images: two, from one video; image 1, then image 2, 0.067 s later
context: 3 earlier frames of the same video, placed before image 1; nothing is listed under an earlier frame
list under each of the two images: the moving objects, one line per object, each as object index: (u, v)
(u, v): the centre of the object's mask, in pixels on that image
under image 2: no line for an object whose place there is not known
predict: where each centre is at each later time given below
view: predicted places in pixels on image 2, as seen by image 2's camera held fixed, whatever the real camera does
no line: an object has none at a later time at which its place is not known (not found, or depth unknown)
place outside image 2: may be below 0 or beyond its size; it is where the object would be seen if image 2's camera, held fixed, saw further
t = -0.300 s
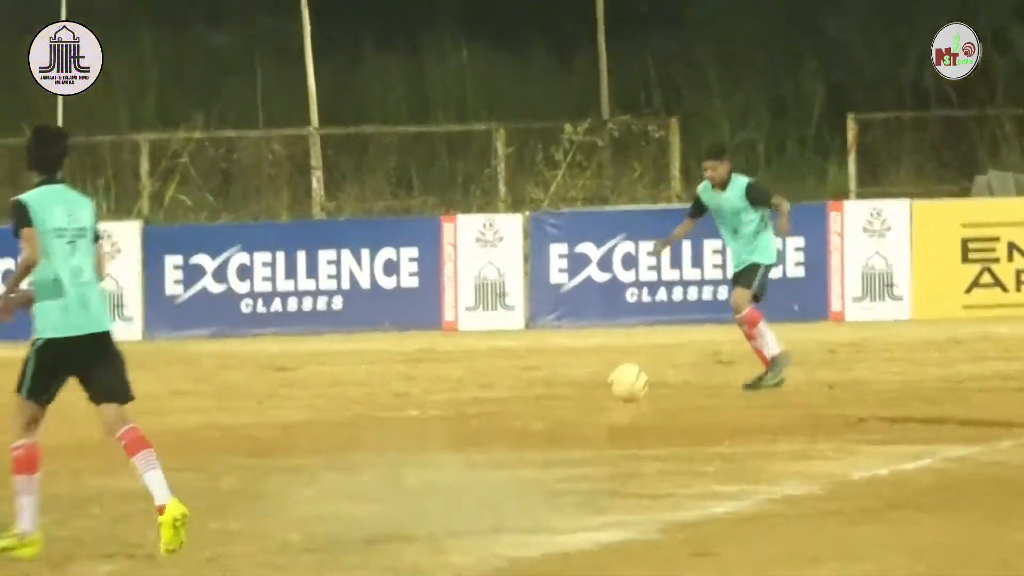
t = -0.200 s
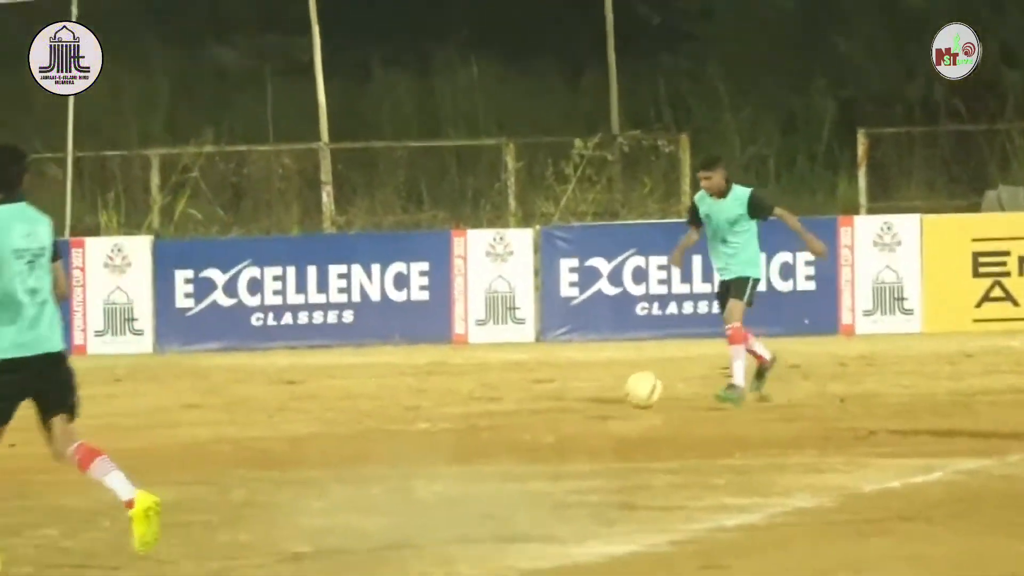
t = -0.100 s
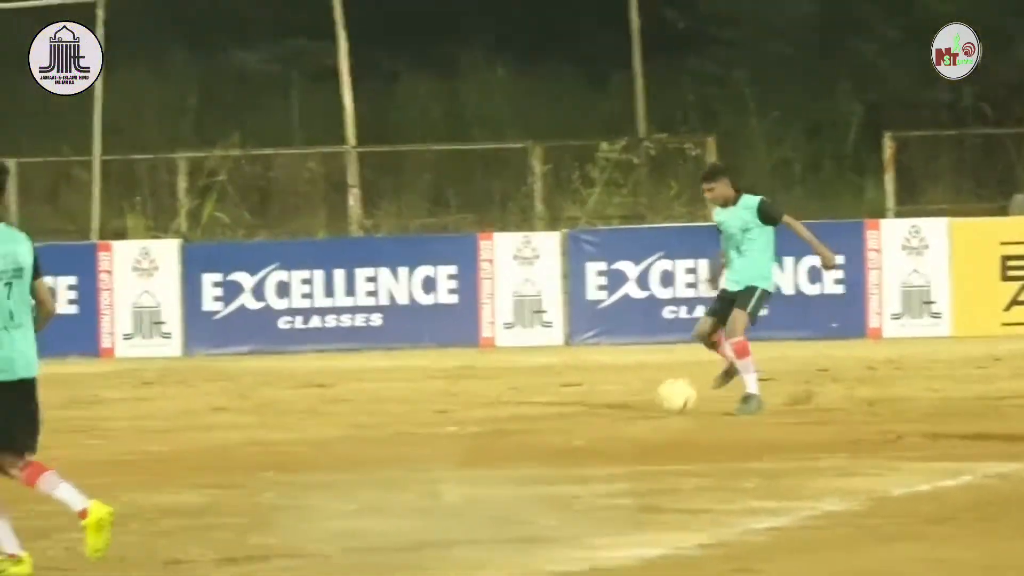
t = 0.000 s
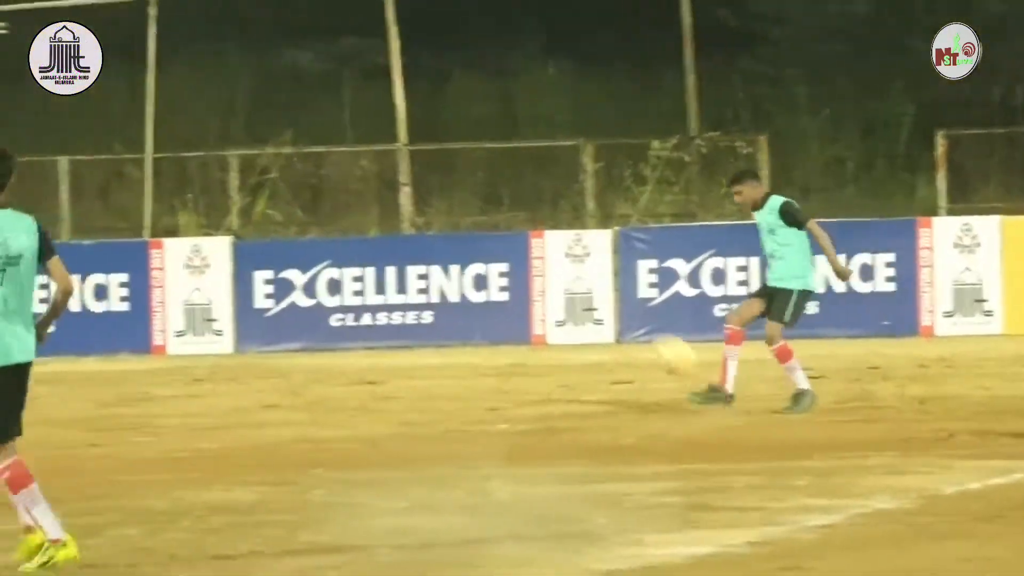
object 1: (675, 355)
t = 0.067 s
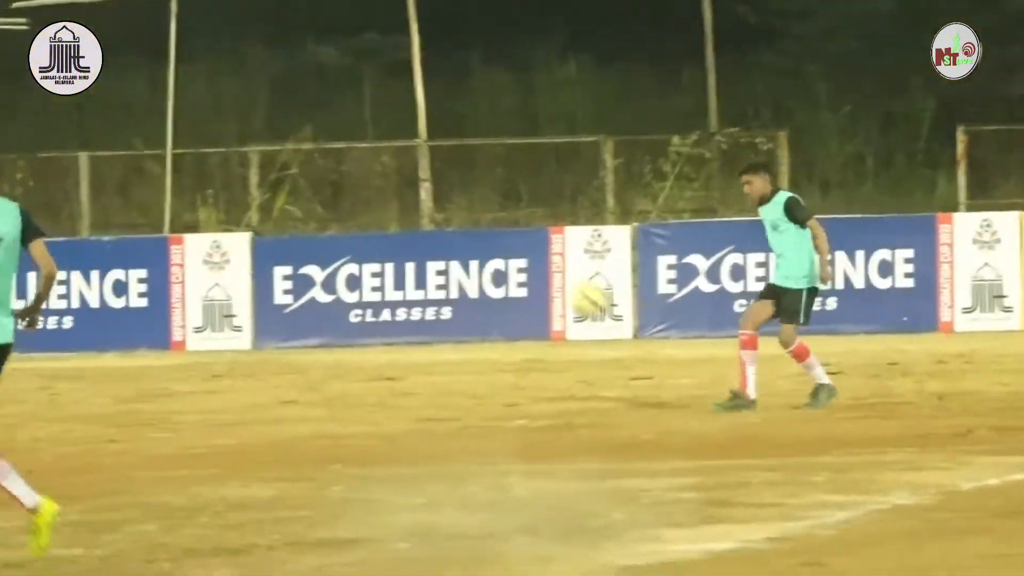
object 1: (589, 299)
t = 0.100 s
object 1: (555, 284)
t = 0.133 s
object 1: (502, 257)
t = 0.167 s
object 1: (451, 236)
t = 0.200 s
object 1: (423, 225)
